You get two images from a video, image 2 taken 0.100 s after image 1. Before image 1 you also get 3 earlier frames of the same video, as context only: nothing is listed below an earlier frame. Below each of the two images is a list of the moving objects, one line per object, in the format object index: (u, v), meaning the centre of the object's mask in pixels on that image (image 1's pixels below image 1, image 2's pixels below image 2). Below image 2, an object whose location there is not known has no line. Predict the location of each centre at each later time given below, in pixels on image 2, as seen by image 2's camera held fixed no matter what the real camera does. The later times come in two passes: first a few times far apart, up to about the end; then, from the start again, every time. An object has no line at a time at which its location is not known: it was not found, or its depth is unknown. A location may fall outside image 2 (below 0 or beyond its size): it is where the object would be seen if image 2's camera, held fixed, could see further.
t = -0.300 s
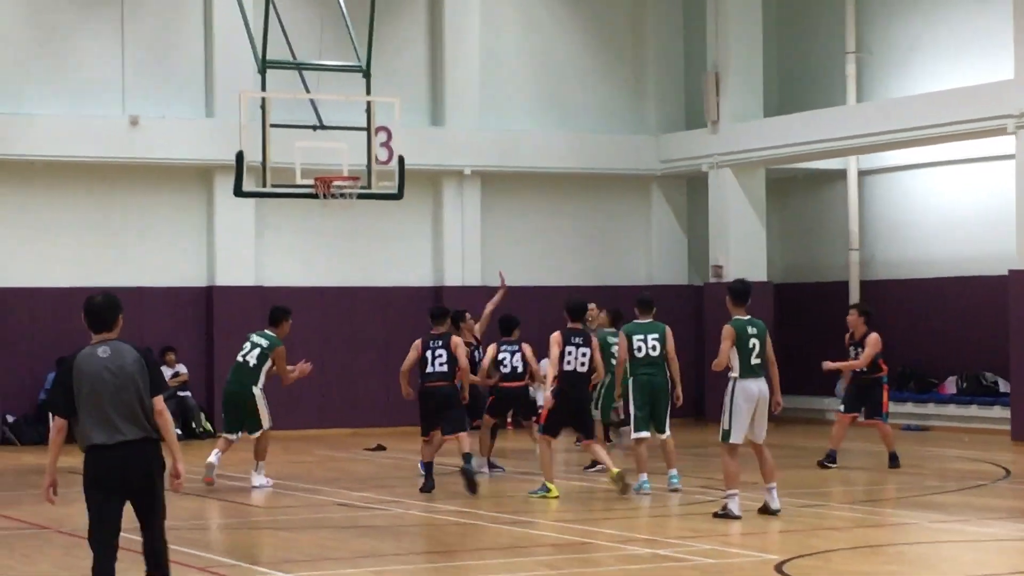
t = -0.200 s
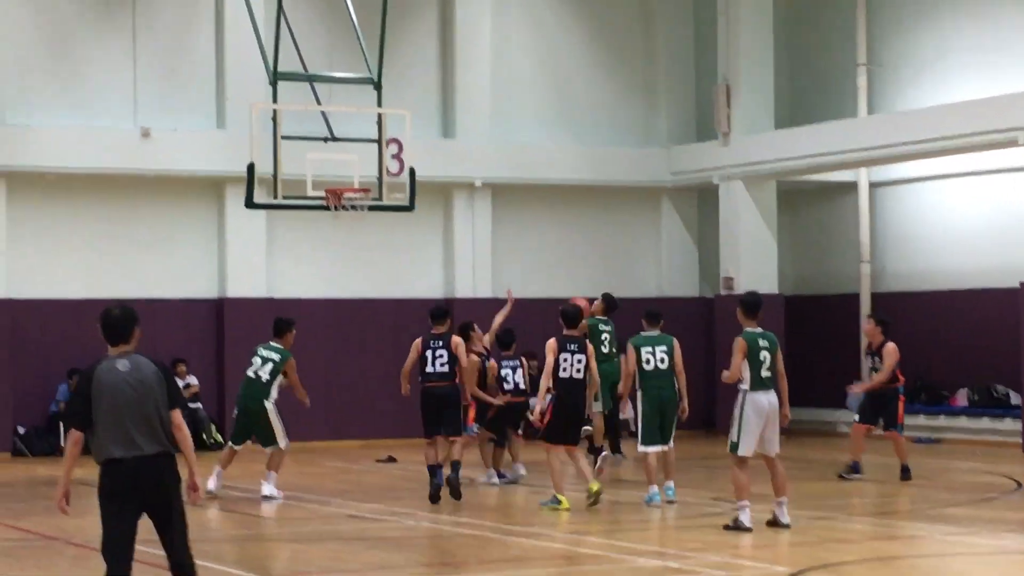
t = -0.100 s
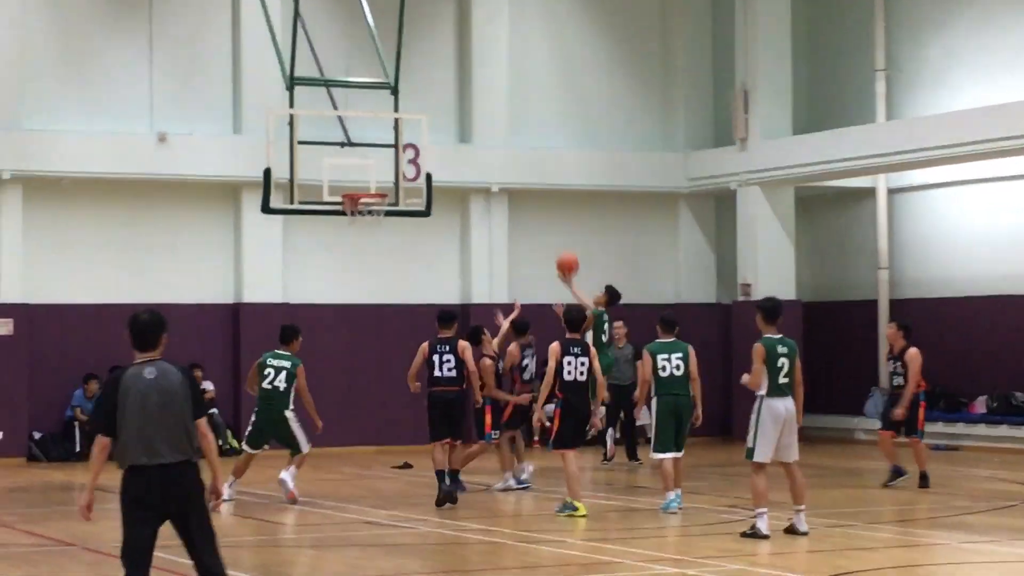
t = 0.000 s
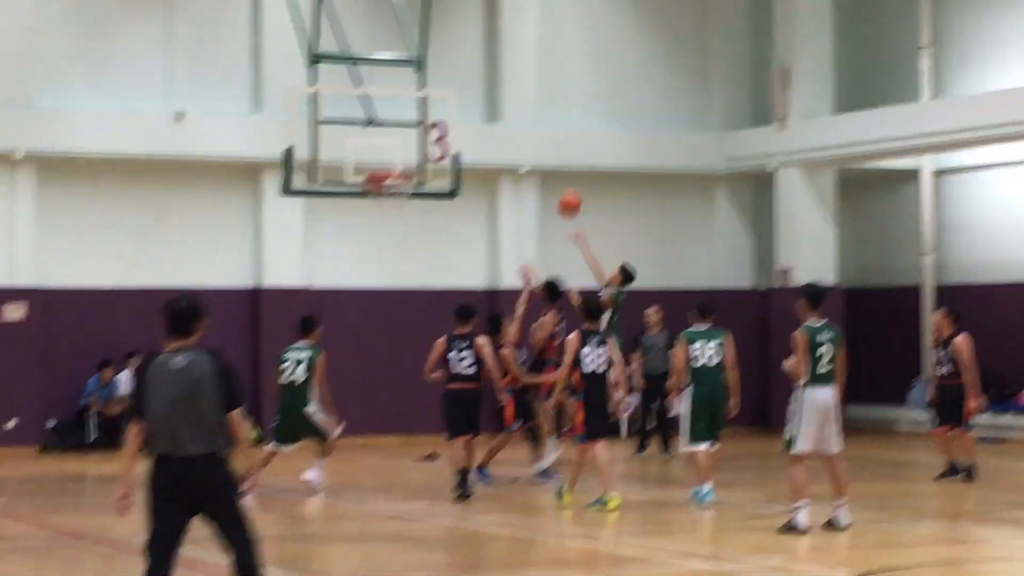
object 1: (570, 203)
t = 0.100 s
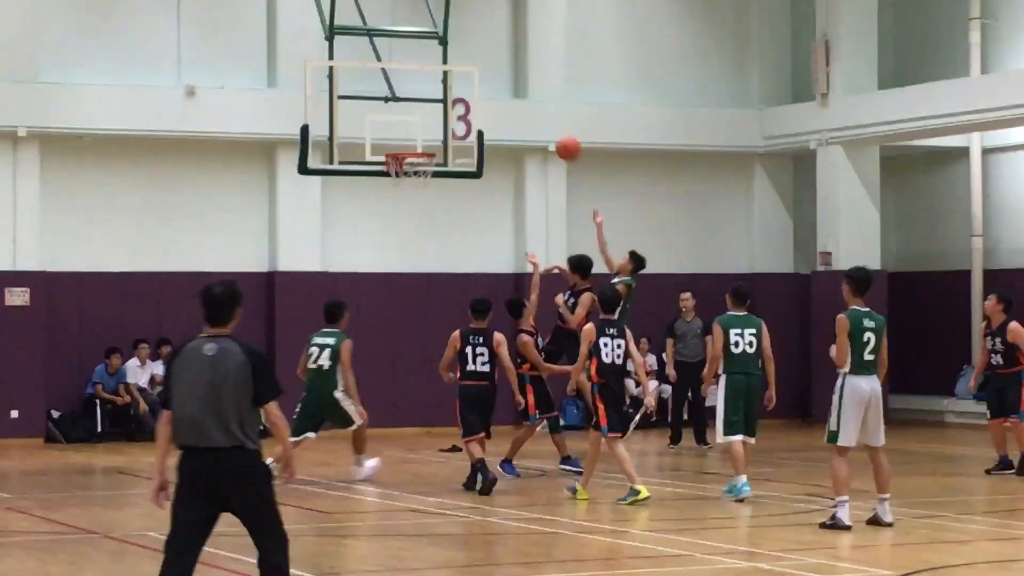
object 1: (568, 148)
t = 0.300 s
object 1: (508, 110)
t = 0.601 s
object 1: (418, 124)
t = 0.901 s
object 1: (412, 143)
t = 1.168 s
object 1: (448, 152)
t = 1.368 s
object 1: (474, 204)
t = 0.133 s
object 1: (558, 139)
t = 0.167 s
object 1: (547, 131)
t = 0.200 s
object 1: (538, 124)
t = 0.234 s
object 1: (527, 117)
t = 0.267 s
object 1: (518, 113)
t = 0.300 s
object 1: (508, 110)
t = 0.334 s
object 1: (498, 107)
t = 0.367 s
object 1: (488, 105)
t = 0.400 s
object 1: (478, 104)
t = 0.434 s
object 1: (467, 105)
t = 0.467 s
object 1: (458, 107)
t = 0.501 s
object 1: (448, 108)
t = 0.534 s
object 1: (438, 113)
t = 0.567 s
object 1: (428, 118)
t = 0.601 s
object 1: (418, 124)
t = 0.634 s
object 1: (408, 130)
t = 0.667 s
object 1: (403, 135)
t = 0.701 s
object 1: (400, 140)
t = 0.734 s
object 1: (399, 144)
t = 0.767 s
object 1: (401, 143)
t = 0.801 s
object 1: (403, 143)
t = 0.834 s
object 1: (405, 144)
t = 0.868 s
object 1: (408, 145)
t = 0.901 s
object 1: (412, 143)
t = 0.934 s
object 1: (417, 141)
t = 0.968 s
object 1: (422, 139)
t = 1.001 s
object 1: (426, 139)
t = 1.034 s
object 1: (430, 139)
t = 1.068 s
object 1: (435, 140)
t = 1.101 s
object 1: (439, 144)
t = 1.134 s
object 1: (443, 147)
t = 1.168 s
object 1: (448, 152)
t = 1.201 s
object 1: (453, 157)
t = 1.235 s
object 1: (457, 165)
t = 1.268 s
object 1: (462, 173)
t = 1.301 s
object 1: (466, 183)
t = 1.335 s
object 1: (471, 192)
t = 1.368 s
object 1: (474, 204)
